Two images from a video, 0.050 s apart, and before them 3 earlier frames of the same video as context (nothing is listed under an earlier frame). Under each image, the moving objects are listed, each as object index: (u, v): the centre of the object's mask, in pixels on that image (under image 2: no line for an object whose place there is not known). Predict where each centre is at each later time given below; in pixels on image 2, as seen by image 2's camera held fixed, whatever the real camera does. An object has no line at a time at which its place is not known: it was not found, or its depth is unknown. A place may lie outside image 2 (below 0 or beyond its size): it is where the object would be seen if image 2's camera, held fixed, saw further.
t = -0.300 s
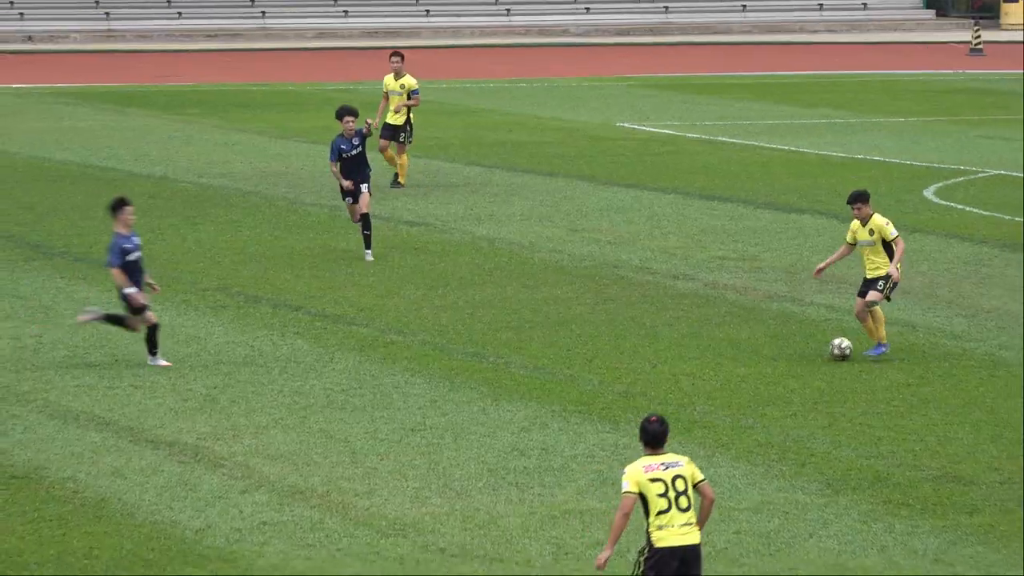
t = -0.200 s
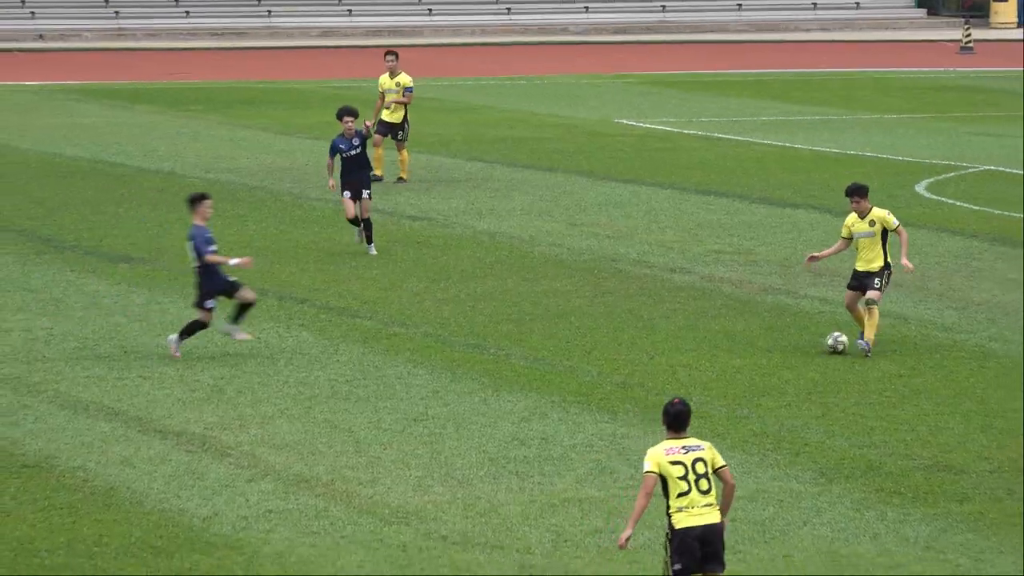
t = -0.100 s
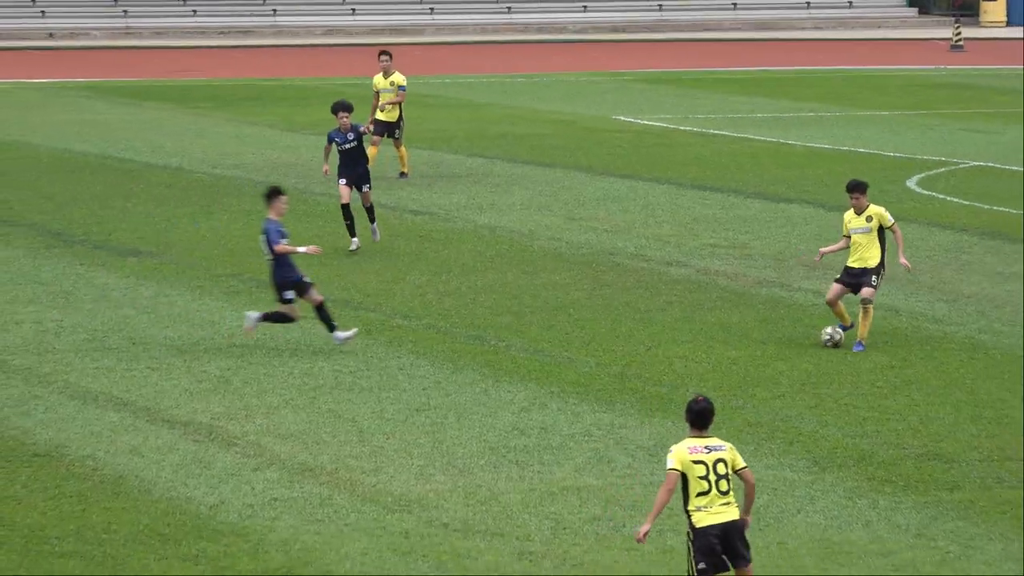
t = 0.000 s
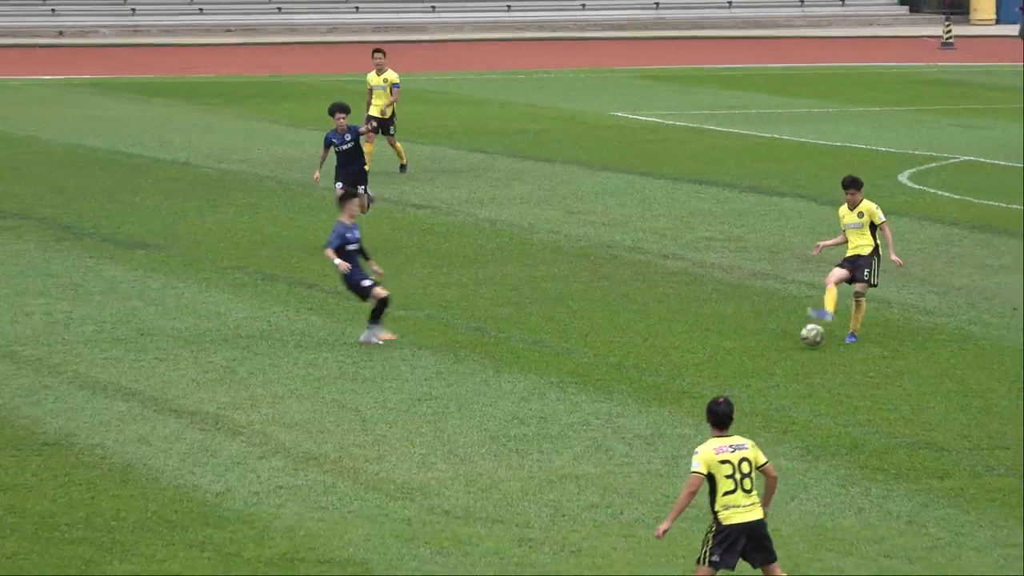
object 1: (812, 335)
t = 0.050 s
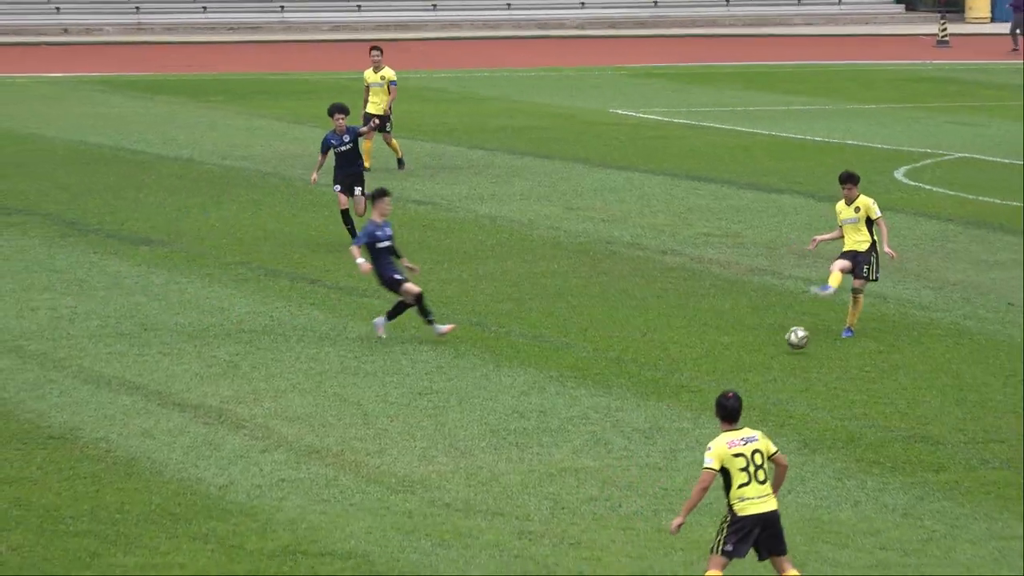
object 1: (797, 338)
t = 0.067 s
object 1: (793, 341)
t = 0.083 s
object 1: (788, 345)
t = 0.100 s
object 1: (785, 350)
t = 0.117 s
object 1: (781, 355)
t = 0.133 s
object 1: (778, 359)
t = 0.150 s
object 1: (775, 362)
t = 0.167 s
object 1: (772, 364)
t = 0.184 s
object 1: (769, 365)
